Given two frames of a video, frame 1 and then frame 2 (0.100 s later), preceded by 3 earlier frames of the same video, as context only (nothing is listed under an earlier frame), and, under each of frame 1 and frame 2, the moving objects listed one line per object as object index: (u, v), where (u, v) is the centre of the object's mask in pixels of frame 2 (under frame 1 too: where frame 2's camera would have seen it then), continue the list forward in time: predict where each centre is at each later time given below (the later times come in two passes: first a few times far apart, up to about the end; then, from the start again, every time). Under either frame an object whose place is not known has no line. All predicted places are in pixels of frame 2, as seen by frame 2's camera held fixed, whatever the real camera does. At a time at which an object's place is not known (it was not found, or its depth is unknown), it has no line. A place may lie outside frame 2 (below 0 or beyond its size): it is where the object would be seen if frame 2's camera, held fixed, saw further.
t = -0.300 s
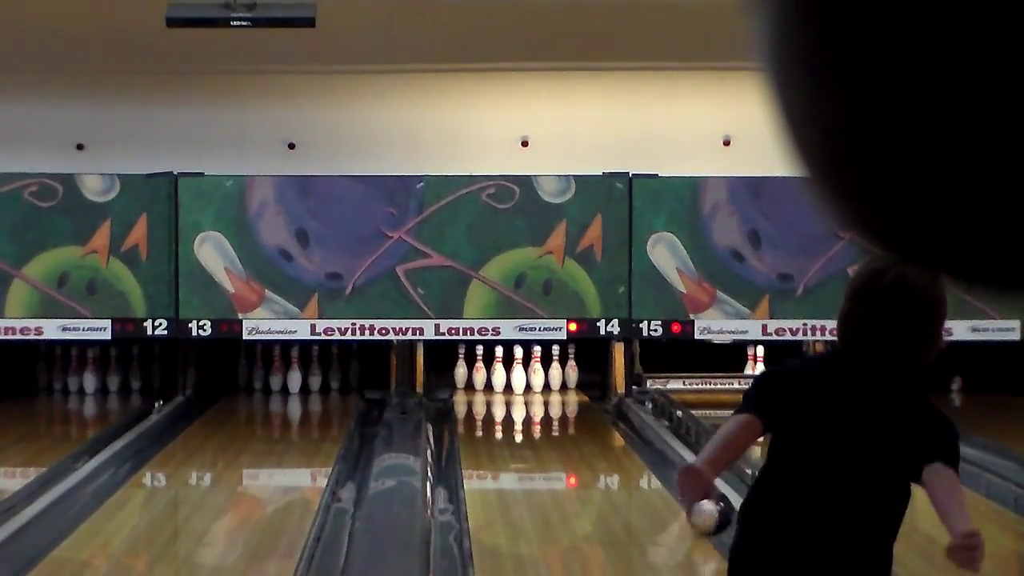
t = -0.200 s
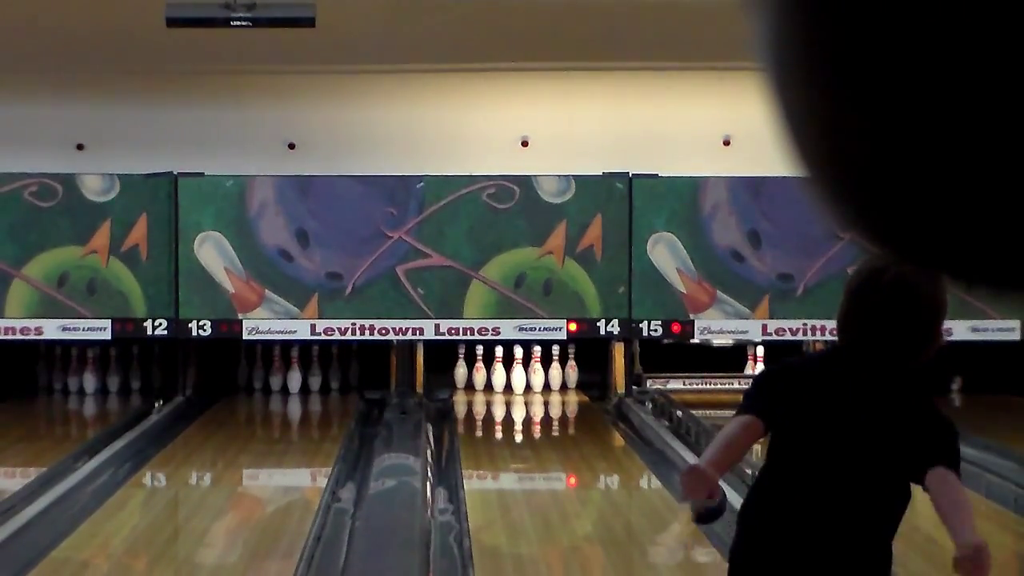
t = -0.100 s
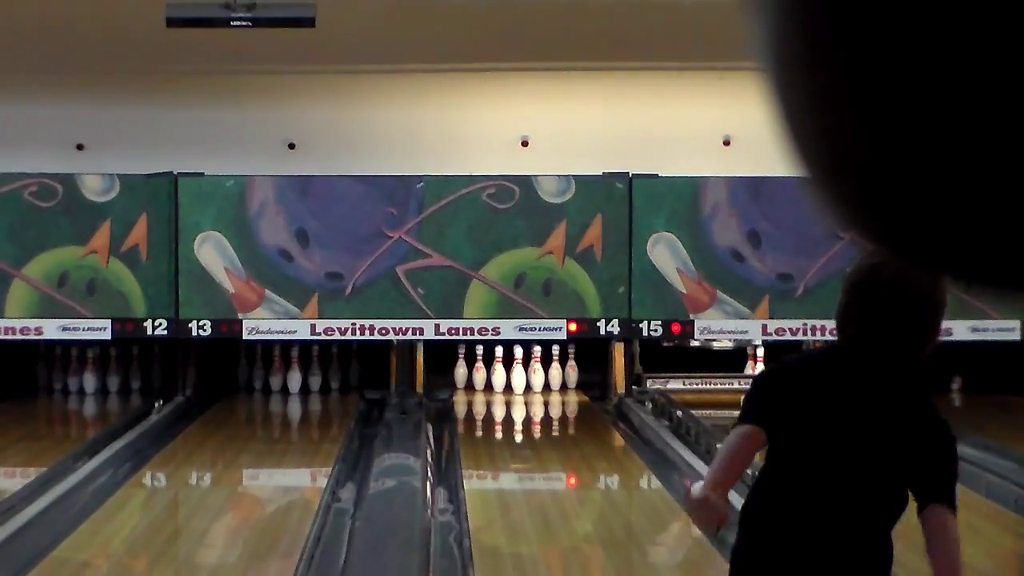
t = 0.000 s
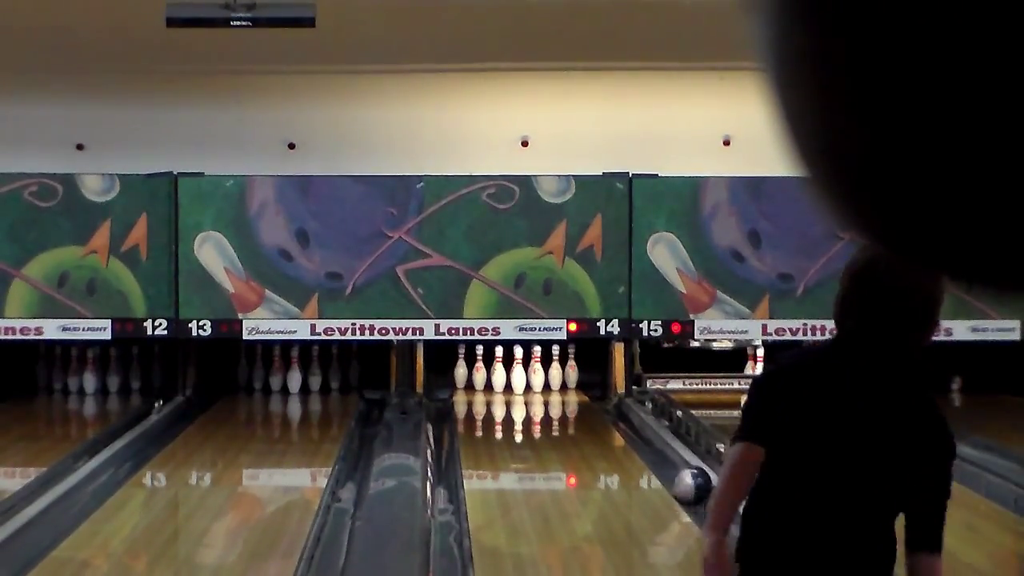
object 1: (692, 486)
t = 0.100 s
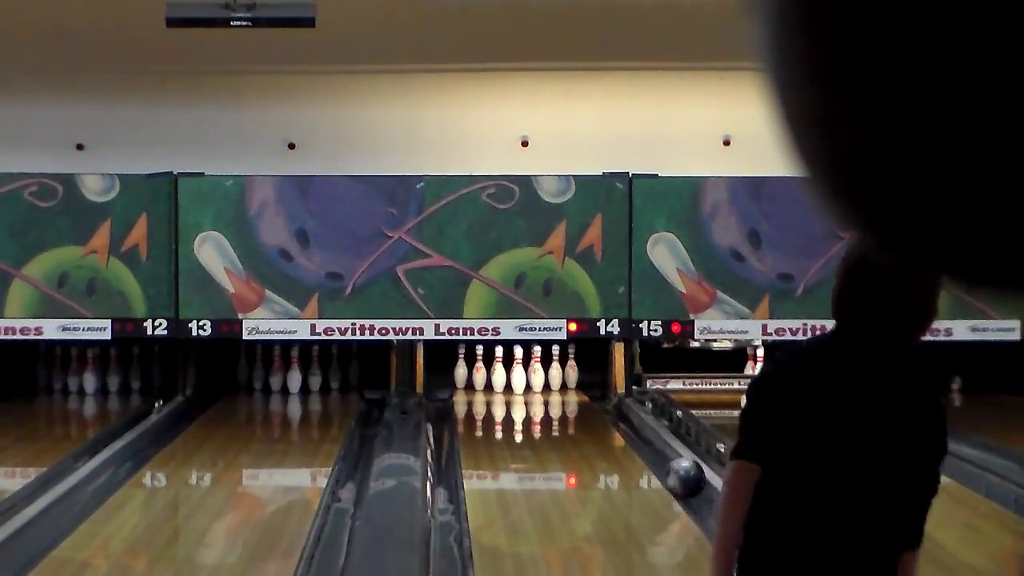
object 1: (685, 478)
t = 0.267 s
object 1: (670, 461)
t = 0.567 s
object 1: (650, 441)
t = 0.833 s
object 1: (635, 427)
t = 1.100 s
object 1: (623, 414)
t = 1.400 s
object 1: (610, 401)
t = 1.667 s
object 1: (599, 390)
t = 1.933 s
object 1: (590, 389)
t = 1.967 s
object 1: (588, 386)
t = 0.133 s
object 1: (682, 474)
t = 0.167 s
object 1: (677, 470)
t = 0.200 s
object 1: (675, 467)
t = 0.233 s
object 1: (673, 465)
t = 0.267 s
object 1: (670, 461)
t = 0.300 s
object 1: (667, 459)
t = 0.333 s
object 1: (665, 457)
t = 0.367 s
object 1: (663, 454)
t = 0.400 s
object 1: (661, 453)
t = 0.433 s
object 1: (658, 449)
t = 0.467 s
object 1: (656, 447)
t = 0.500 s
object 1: (654, 445)
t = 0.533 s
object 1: (653, 444)
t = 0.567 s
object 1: (650, 441)
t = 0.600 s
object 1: (648, 438)
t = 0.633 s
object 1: (646, 437)
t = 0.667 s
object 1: (644, 435)
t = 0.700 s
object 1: (642, 433)
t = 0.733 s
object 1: (640, 431)
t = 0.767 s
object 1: (639, 430)
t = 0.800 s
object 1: (637, 428)
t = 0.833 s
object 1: (635, 427)
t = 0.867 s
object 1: (633, 425)
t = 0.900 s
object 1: (632, 423)
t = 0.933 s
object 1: (631, 422)
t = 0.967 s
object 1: (629, 420)
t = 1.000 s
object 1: (627, 418)
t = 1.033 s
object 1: (626, 417)
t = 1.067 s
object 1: (625, 415)
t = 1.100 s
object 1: (623, 414)
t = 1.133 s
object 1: (622, 413)
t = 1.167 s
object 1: (620, 411)
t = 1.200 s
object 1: (619, 409)
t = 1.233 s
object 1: (618, 409)
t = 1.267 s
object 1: (616, 407)
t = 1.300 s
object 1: (615, 407)
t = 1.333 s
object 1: (613, 405)
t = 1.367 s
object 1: (612, 403)
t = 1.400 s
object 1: (610, 401)
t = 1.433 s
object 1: (610, 400)
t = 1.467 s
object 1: (608, 398)
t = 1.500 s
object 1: (606, 397)
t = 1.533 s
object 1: (604, 395)
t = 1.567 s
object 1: (601, 393)
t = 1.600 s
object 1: (600, 391)
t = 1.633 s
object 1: (599, 389)
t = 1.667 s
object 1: (599, 390)
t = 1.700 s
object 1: (599, 390)
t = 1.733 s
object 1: (596, 389)
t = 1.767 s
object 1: (595, 387)
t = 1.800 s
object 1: (595, 389)
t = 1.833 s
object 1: (595, 388)
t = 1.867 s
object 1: (591, 387)
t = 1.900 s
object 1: (591, 386)
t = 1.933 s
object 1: (590, 389)
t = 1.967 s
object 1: (588, 386)
